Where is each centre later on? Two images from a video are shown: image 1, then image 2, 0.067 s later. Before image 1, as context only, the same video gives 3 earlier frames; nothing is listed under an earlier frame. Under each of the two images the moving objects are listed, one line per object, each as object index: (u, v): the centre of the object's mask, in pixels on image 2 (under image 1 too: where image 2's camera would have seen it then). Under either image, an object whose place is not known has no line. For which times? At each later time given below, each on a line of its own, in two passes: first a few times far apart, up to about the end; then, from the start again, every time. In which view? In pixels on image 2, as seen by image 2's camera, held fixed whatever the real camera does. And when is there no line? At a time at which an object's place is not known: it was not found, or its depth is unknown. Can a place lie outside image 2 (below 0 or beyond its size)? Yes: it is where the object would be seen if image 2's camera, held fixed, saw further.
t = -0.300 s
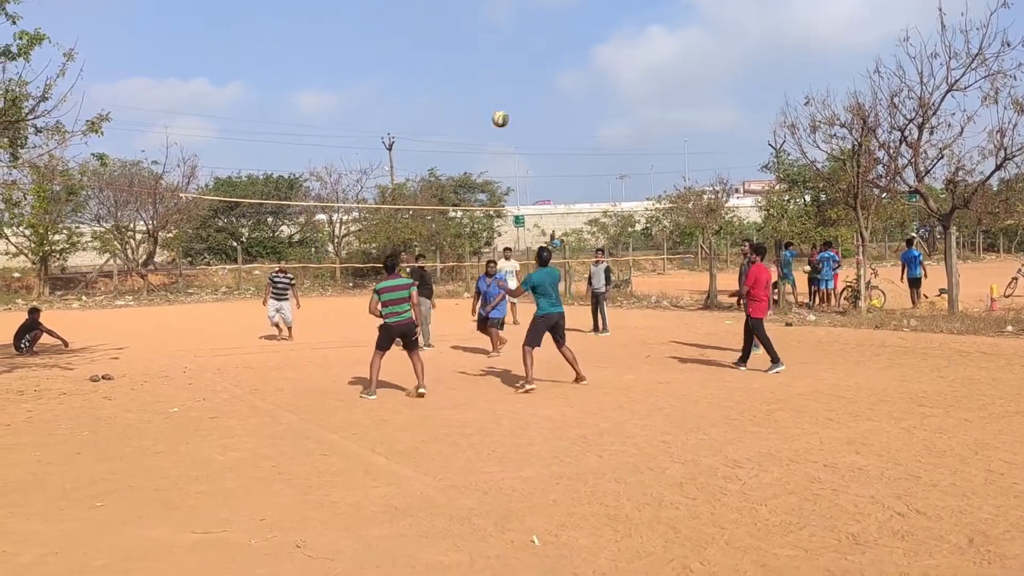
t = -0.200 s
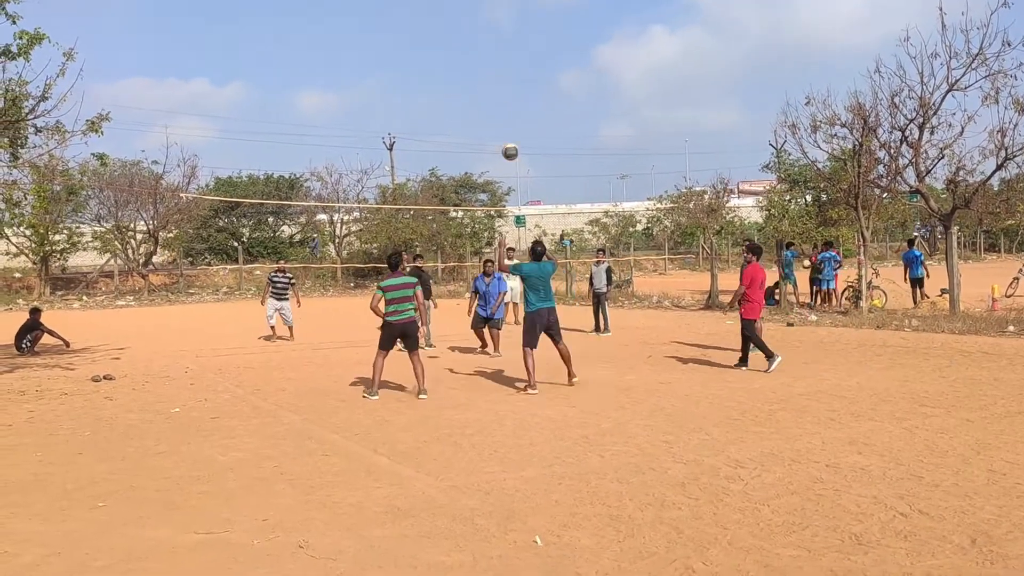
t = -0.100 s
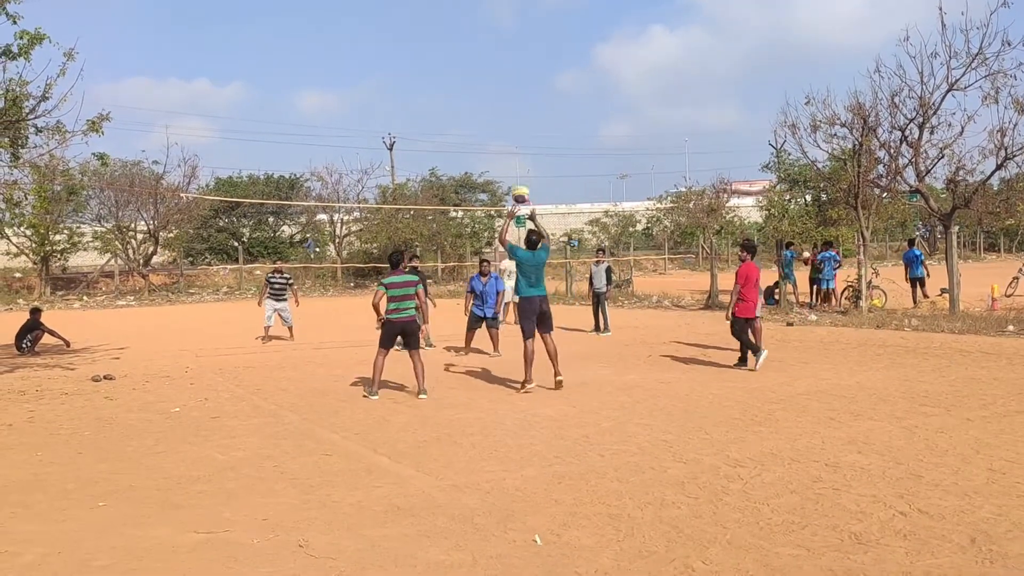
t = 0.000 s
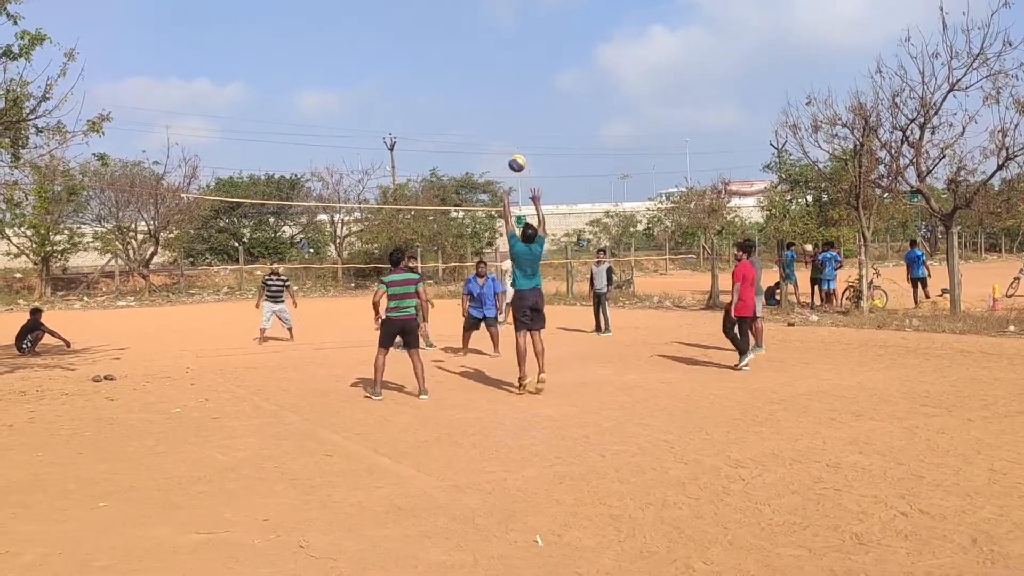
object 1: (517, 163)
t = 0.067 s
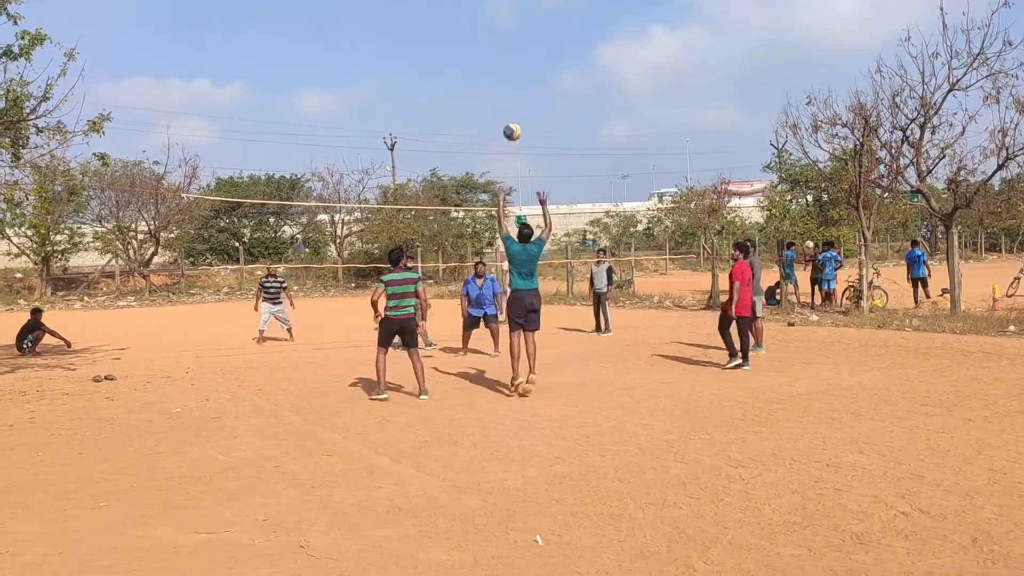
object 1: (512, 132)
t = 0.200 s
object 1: (503, 83)
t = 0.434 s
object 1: (489, 39)
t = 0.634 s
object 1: (480, 36)
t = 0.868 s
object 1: (474, 68)
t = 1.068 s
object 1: (470, 123)
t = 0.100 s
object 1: (510, 118)
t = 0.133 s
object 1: (507, 106)
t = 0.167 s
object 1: (505, 94)
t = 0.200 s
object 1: (503, 83)
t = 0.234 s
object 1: (500, 74)
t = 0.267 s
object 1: (498, 66)
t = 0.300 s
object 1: (496, 58)
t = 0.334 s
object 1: (494, 52)
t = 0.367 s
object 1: (493, 47)
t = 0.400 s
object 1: (491, 42)
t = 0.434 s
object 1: (489, 39)
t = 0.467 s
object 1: (488, 36)
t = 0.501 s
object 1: (486, 34)
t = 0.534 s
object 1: (485, 34)
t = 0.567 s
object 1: (483, 33)
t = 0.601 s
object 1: (482, 34)
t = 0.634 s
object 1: (480, 36)
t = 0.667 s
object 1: (479, 38)
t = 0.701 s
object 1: (478, 41)
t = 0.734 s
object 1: (477, 45)
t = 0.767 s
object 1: (476, 50)
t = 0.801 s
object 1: (475, 55)
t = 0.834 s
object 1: (474, 61)
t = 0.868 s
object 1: (474, 68)
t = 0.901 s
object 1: (473, 75)
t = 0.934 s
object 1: (472, 84)
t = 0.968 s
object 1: (471, 93)
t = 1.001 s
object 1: (470, 102)
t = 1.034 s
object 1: (470, 112)
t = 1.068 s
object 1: (470, 123)
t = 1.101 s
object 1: (470, 134)
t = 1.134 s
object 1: (469, 146)
